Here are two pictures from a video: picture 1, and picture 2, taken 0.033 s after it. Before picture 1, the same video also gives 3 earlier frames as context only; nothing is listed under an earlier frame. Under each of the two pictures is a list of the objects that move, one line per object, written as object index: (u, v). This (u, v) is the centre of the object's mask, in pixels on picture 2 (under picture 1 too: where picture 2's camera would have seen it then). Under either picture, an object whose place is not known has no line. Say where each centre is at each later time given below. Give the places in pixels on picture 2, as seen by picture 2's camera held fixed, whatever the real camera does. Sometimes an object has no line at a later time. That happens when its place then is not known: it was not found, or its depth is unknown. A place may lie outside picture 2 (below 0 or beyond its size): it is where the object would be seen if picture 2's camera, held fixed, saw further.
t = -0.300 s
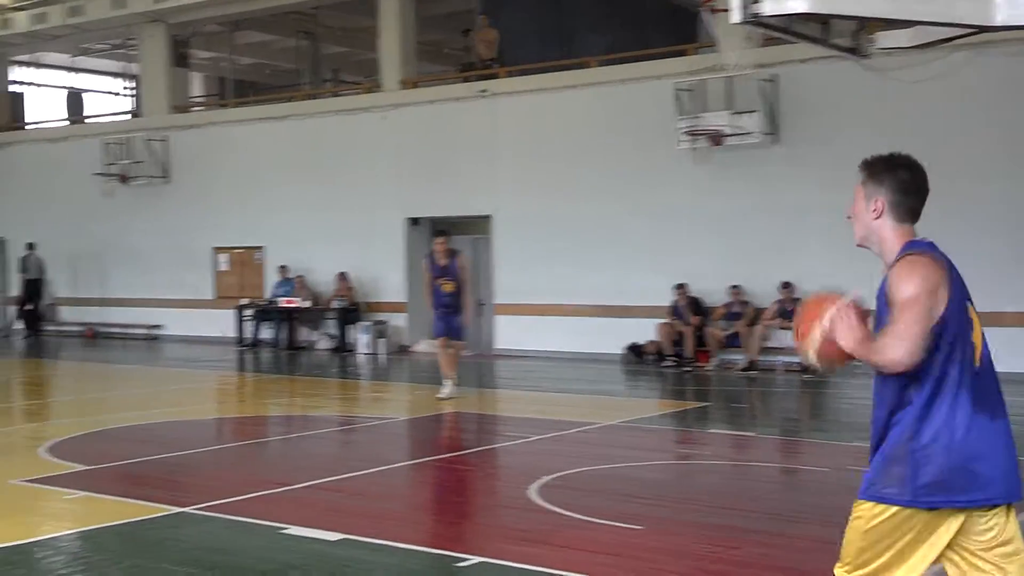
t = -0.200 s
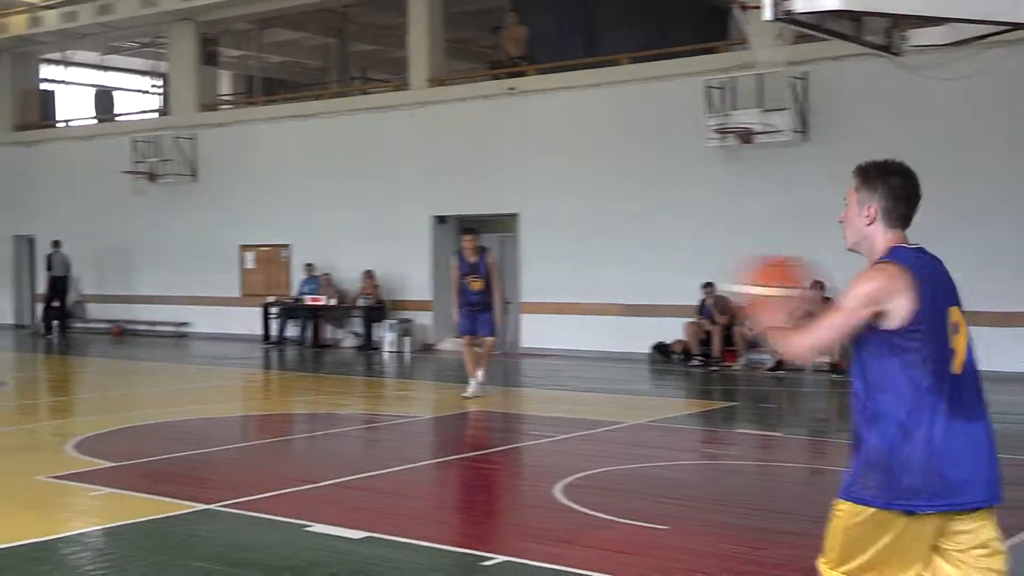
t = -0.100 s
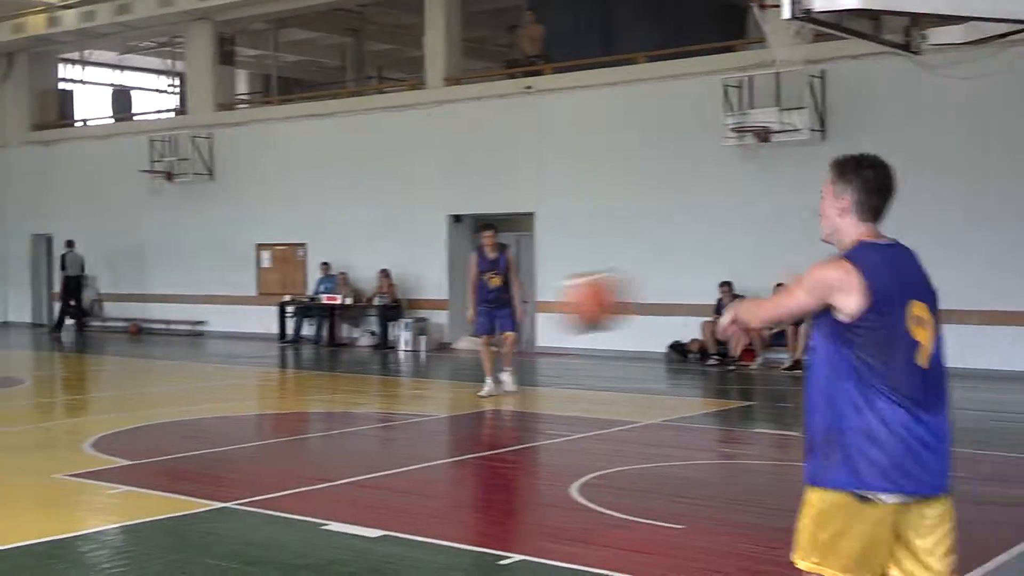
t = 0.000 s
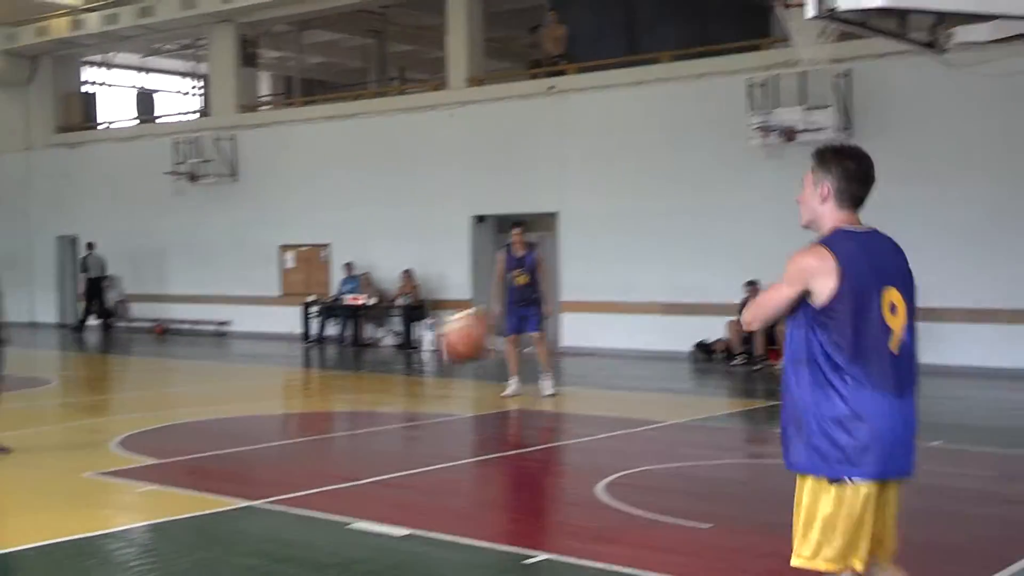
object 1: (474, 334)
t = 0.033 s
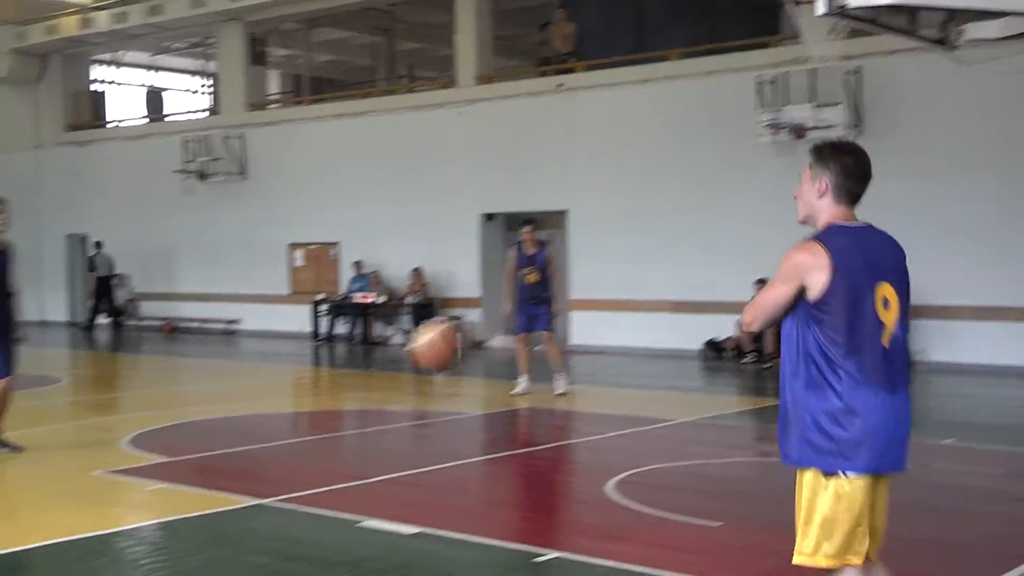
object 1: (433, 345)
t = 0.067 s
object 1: (398, 359)
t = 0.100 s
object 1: (363, 377)
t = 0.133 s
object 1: (332, 393)
